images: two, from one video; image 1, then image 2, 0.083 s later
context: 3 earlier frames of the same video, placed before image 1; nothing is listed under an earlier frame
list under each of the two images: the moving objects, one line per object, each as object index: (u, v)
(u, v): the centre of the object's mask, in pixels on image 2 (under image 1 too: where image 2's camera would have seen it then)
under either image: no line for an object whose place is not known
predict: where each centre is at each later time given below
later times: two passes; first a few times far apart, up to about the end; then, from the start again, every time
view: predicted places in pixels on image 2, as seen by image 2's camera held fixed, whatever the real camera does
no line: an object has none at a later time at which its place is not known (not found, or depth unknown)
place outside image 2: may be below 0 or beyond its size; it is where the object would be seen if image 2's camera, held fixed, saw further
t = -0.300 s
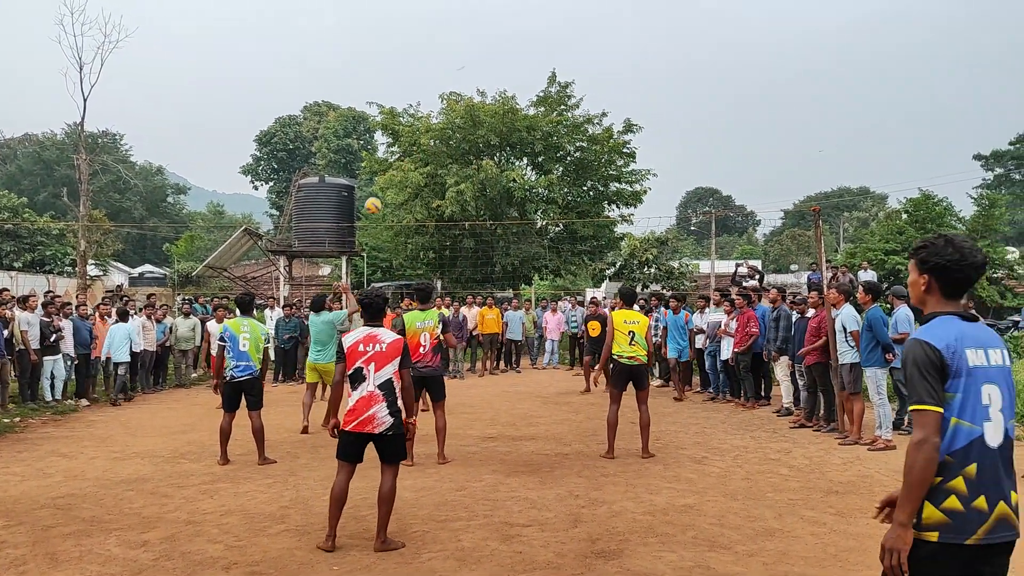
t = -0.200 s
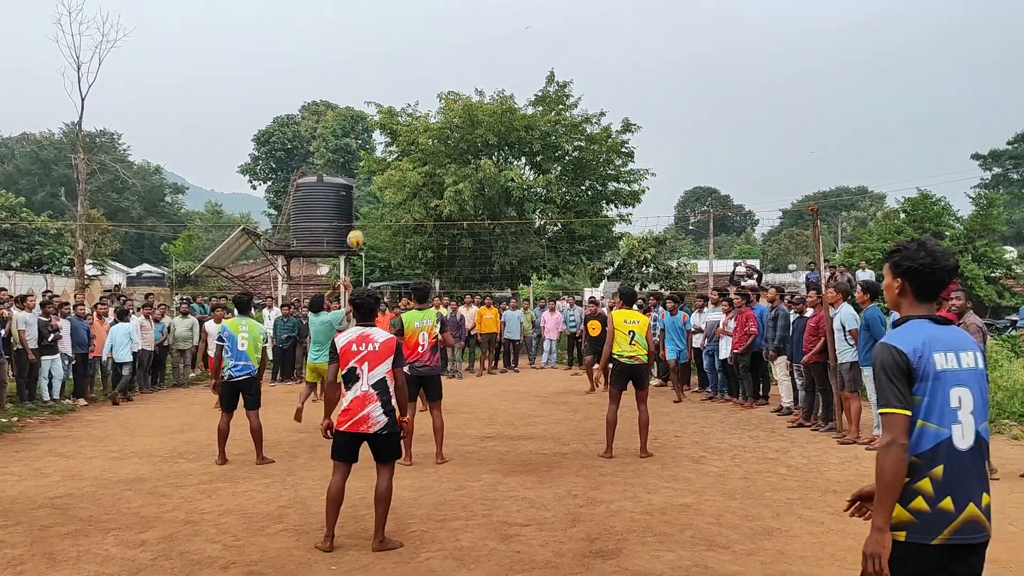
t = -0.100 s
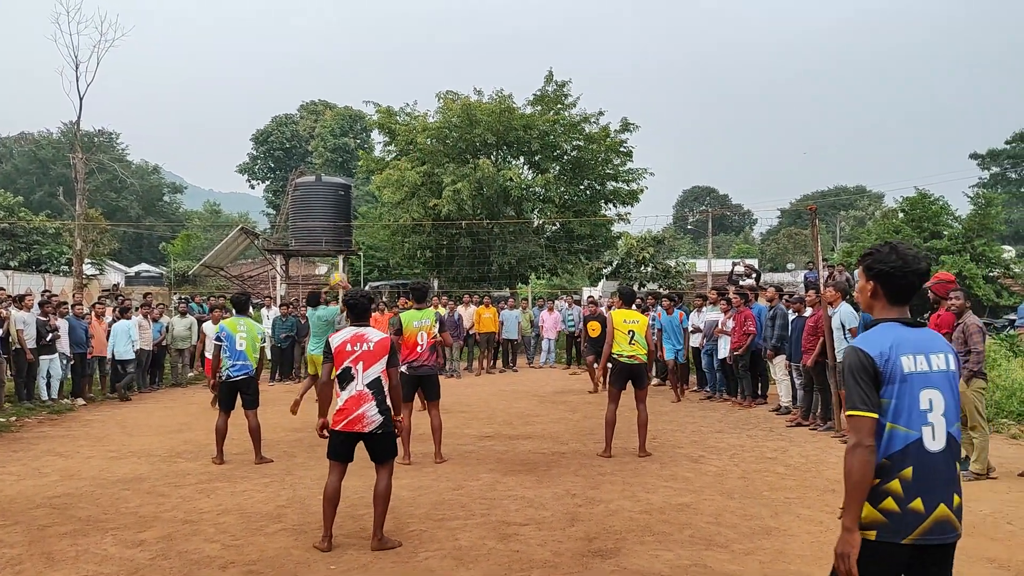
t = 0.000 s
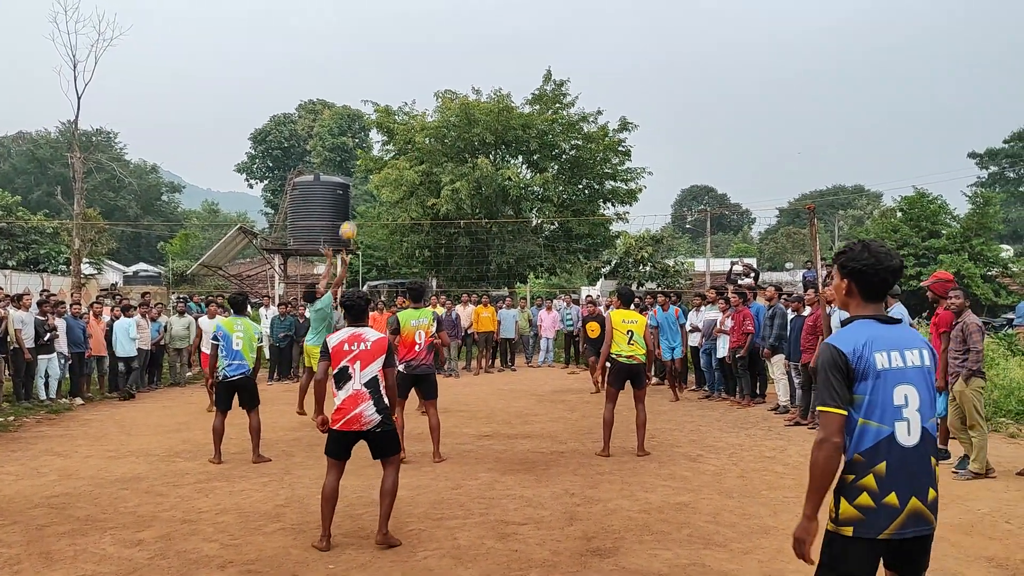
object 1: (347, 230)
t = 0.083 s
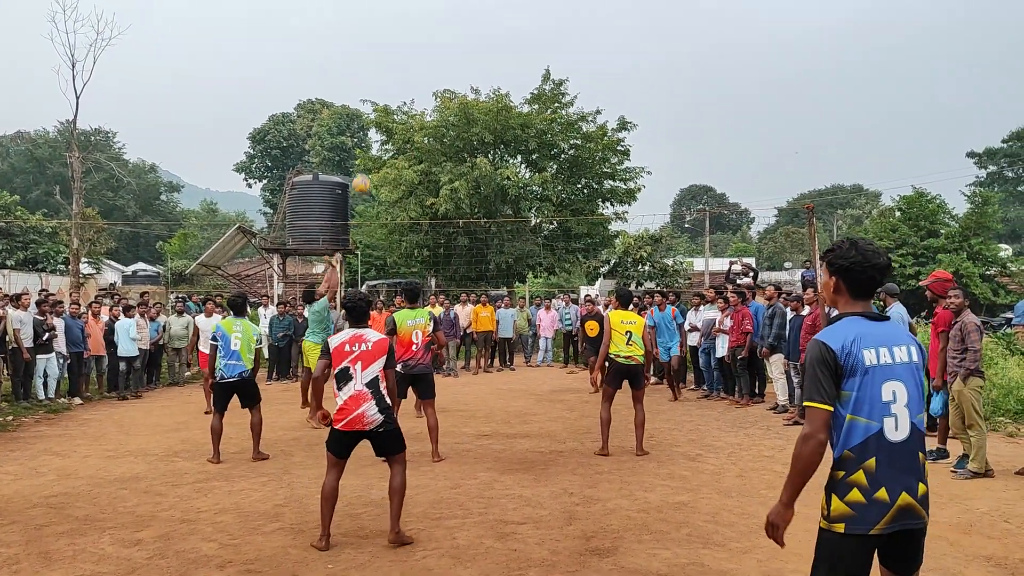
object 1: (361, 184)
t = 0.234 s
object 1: (386, 114)
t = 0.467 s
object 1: (427, 42)
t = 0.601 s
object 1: (450, 21)
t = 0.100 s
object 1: (363, 175)
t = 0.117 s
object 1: (366, 167)
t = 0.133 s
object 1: (368, 159)
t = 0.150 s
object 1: (373, 151)
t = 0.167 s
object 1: (375, 143)
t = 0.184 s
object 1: (378, 134)
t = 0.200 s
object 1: (381, 128)
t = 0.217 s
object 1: (383, 120)
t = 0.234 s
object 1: (386, 114)
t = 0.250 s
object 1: (389, 108)
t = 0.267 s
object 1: (392, 101)
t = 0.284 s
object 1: (395, 95)
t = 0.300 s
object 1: (398, 89)
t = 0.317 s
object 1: (401, 83)
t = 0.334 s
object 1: (404, 78)
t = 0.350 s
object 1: (407, 73)
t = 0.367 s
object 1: (409, 68)
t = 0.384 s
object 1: (412, 63)
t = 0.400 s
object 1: (415, 58)
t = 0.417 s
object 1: (418, 54)
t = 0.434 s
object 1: (421, 50)
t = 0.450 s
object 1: (424, 46)
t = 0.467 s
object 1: (427, 42)
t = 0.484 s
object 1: (430, 39)
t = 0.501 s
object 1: (432, 36)
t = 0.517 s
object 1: (435, 33)
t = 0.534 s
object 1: (438, 30)
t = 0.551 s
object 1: (441, 27)
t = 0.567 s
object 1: (444, 25)
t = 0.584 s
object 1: (447, 23)
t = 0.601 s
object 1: (450, 21)
